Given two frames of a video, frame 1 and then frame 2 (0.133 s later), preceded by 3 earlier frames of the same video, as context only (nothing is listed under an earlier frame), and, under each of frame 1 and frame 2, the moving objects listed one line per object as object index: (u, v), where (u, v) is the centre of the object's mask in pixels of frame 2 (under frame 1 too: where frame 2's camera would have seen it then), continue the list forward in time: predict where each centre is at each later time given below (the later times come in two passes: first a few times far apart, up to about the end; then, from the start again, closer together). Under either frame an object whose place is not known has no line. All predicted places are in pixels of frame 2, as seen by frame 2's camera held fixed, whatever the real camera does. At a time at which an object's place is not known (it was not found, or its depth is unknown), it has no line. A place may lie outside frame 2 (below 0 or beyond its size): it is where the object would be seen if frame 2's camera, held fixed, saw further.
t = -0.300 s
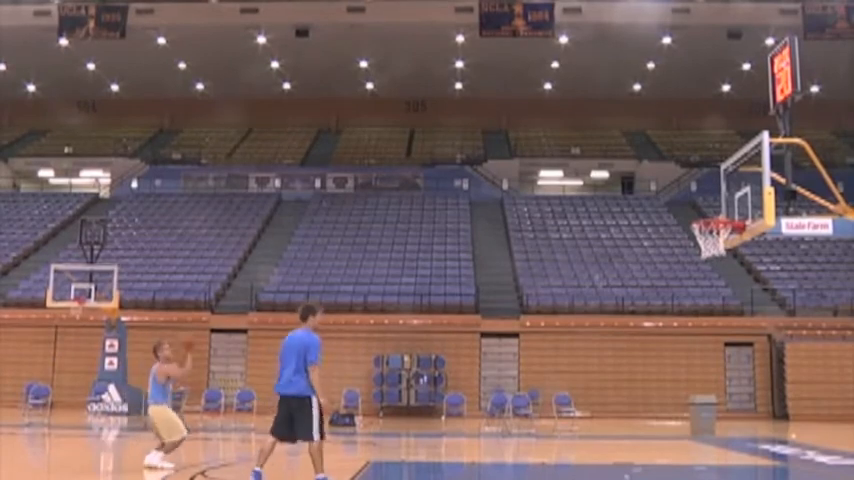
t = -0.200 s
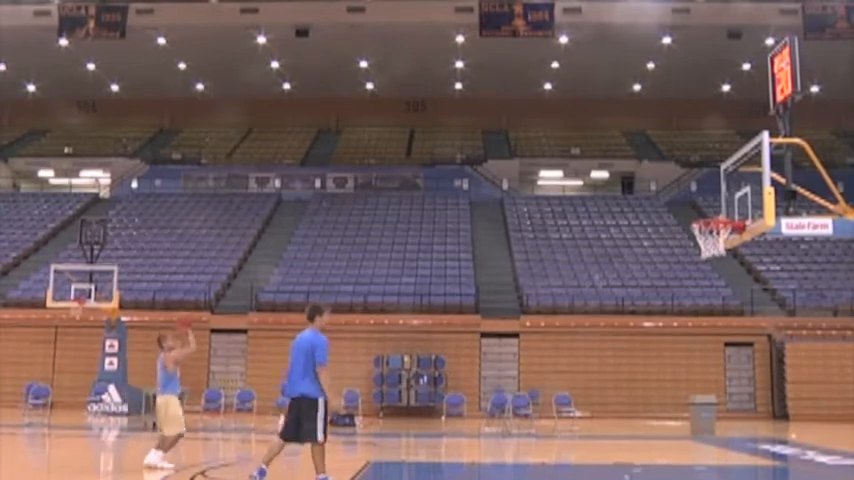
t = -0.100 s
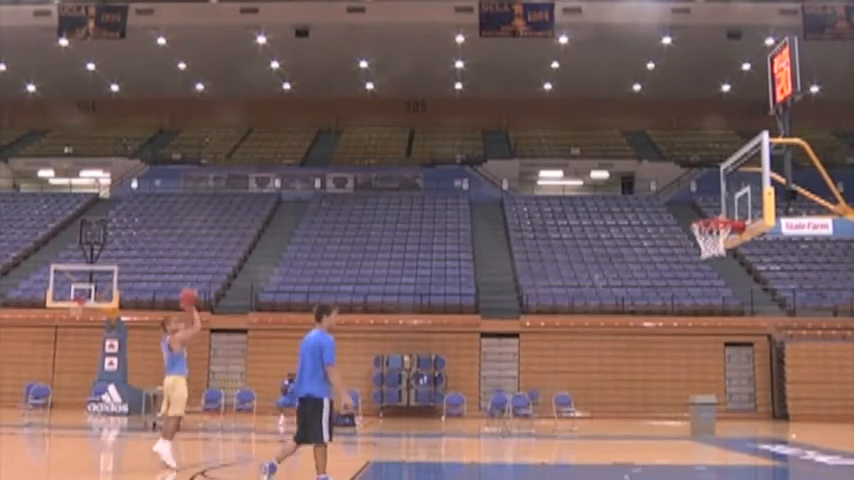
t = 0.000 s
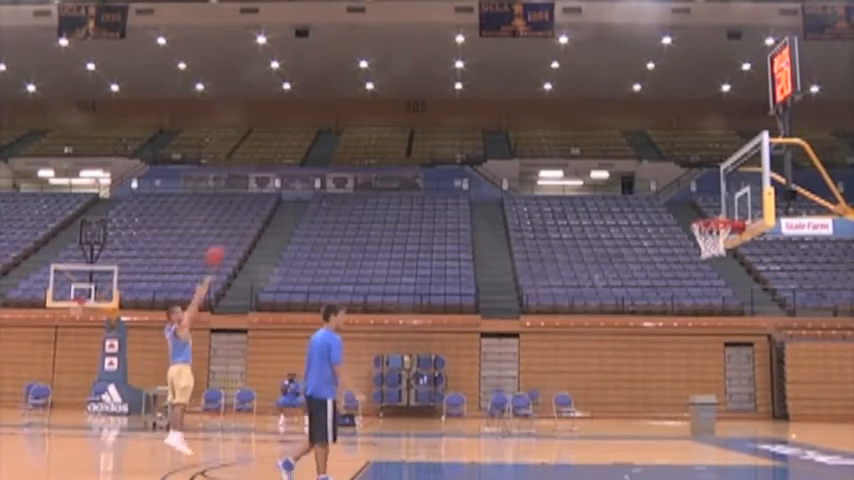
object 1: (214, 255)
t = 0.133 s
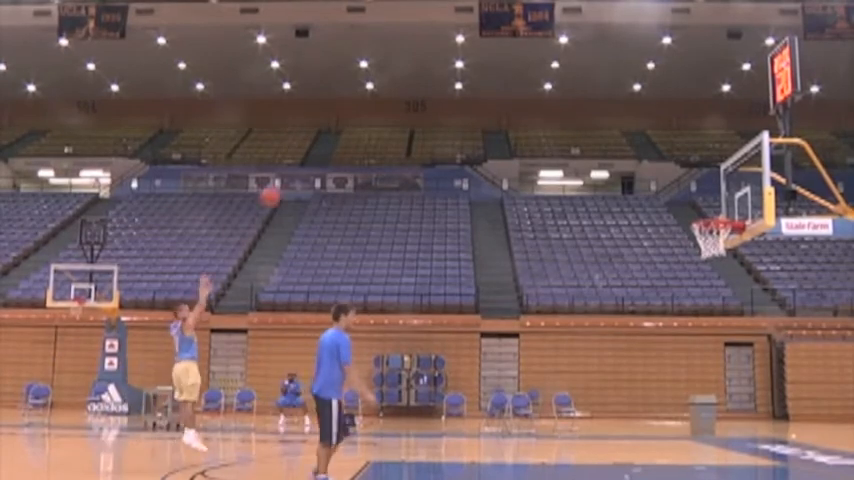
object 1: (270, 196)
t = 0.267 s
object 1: (325, 152)
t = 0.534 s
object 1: (431, 102)
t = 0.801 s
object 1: (535, 105)
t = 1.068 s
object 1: (636, 160)
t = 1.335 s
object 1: (698, 195)
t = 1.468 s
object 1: (700, 177)
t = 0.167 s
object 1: (284, 183)
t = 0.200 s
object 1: (298, 172)
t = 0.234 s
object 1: (313, 161)
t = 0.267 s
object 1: (325, 152)
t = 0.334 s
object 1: (352, 134)
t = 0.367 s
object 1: (365, 127)
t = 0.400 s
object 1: (379, 120)
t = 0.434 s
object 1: (392, 115)
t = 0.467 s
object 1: (405, 110)
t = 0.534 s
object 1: (431, 102)
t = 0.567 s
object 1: (444, 100)
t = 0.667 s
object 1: (483, 98)
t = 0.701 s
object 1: (496, 98)
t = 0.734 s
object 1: (509, 100)
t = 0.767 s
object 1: (522, 102)
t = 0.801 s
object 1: (535, 105)
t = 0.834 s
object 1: (547, 110)
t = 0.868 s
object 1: (560, 114)
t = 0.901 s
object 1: (573, 120)
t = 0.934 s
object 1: (585, 126)
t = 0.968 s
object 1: (598, 133)
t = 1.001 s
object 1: (611, 142)
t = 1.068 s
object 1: (636, 160)
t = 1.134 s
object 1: (663, 183)
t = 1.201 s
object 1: (688, 208)
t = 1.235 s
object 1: (696, 215)
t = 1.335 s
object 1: (698, 195)
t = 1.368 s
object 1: (698, 189)
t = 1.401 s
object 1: (699, 184)
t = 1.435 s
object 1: (699, 180)
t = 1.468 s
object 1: (700, 177)
